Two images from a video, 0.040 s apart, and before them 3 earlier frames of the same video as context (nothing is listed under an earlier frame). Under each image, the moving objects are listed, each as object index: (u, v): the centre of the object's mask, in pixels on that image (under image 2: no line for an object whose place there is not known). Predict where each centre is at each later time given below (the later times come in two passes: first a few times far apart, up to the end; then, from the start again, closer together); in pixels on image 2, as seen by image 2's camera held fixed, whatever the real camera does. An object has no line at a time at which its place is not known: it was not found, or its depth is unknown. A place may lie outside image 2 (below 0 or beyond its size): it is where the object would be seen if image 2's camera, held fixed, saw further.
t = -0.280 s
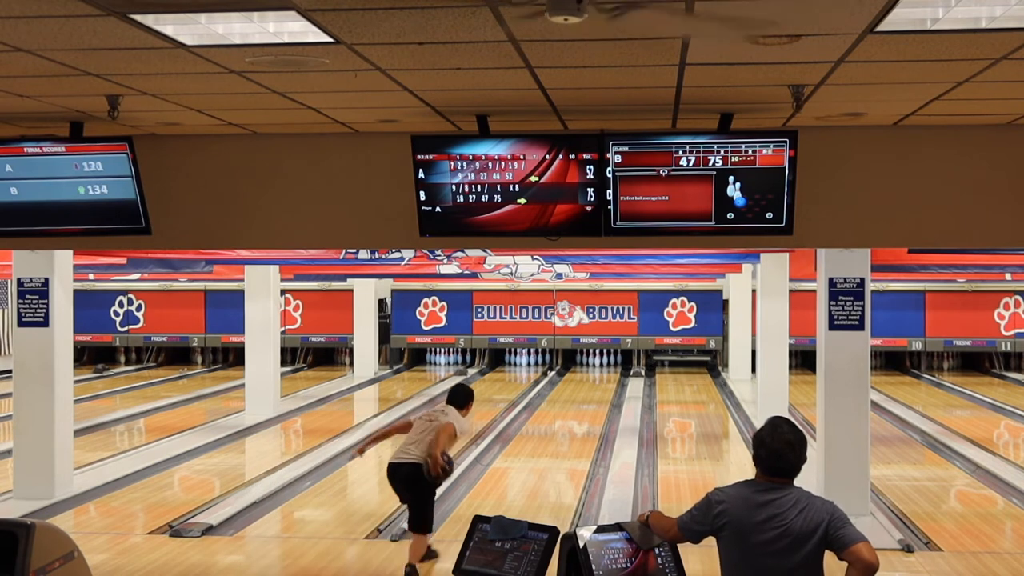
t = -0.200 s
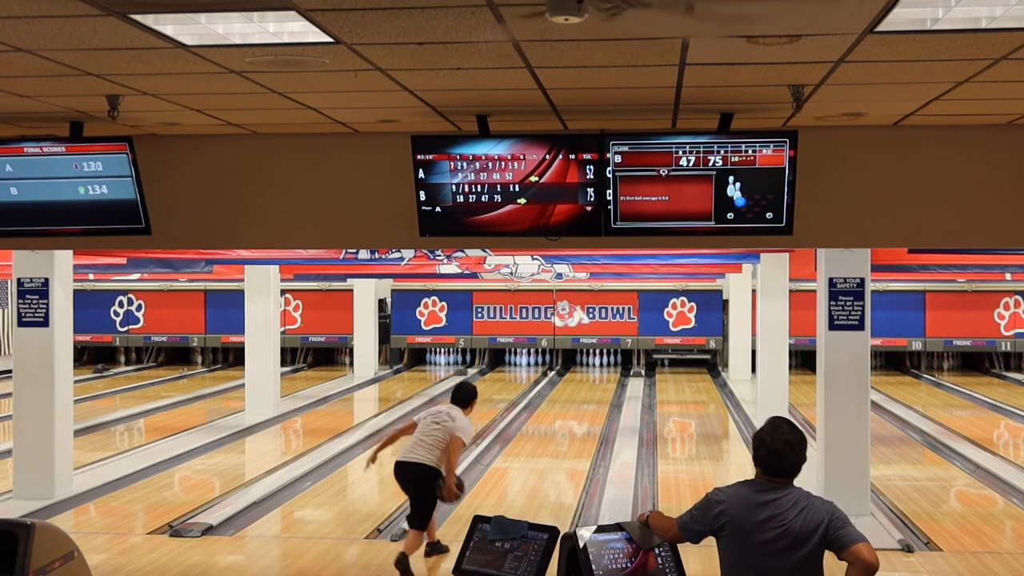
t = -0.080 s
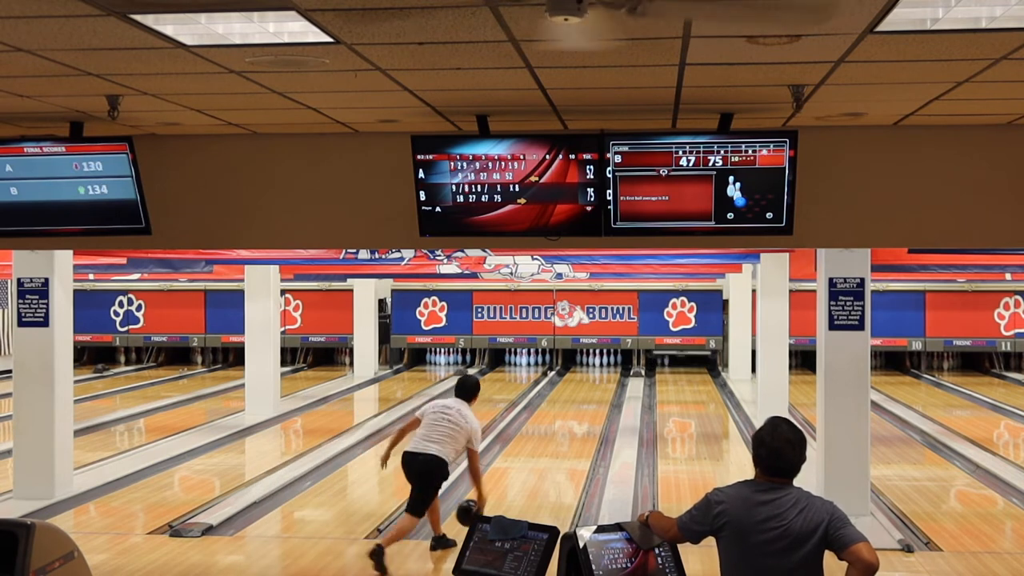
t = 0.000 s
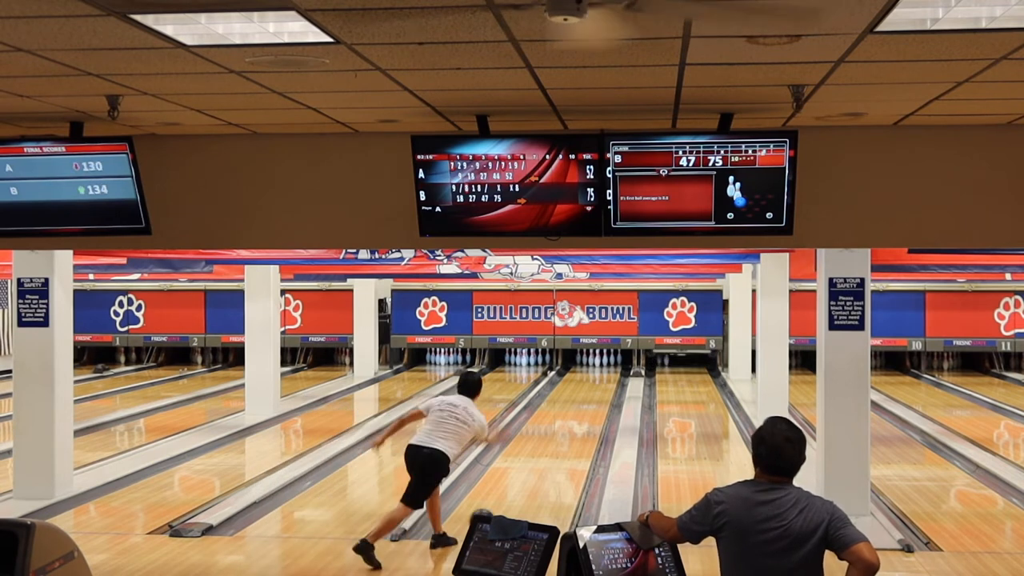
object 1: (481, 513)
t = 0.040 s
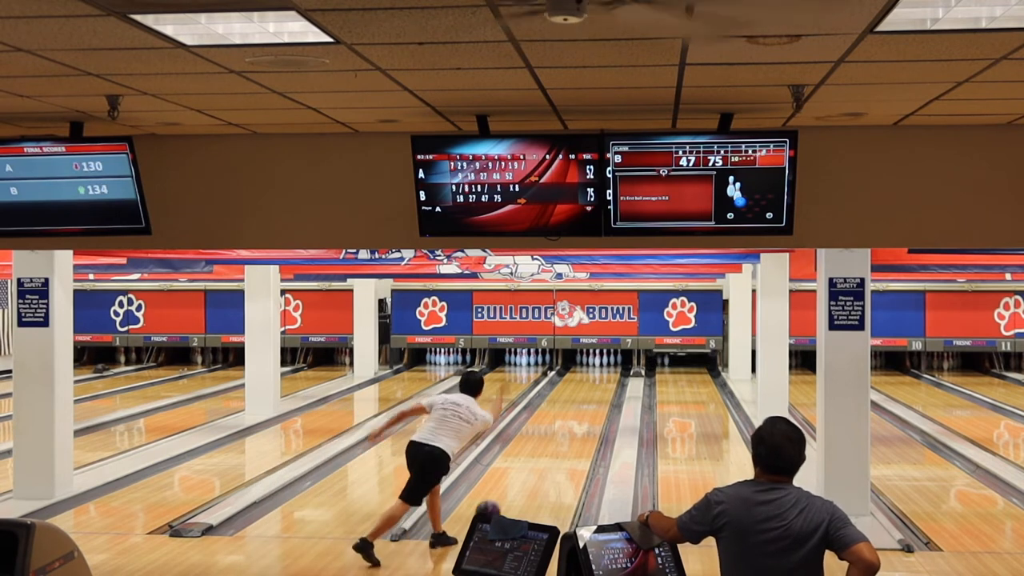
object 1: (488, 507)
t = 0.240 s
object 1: (512, 487)
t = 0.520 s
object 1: (537, 457)
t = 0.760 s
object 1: (553, 438)
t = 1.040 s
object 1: (568, 419)
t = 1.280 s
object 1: (578, 406)
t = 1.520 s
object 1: (586, 395)
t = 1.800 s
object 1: (593, 385)
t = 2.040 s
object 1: (597, 377)
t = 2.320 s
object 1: (601, 369)
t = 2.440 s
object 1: (601, 367)
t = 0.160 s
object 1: (503, 497)
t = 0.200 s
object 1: (507, 491)
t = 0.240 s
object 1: (512, 487)
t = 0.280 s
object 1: (516, 482)
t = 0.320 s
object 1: (520, 478)
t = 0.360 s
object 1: (524, 473)
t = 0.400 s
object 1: (527, 469)
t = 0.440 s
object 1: (531, 465)
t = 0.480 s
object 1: (534, 461)
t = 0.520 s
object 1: (537, 457)
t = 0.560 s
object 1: (540, 453)
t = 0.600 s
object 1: (543, 450)
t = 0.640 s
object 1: (546, 446)
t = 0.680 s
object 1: (548, 444)
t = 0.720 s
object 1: (551, 440)
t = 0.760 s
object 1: (553, 438)
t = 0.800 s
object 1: (556, 435)
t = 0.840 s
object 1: (558, 432)
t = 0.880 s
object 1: (560, 429)
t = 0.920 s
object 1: (562, 426)
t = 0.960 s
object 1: (564, 424)
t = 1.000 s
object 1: (566, 421)
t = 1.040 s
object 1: (568, 419)
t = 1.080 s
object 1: (570, 417)
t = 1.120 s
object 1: (572, 414)
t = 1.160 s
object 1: (573, 412)
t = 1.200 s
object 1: (575, 410)
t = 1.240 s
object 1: (576, 408)
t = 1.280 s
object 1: (578, 406)
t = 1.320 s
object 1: (579, 404)
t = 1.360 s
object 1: (581, 402)
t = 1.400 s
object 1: (582, 400)
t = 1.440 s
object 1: (583, 399)
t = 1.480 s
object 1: (585, 397)
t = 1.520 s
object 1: (586, 395)
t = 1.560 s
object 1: (587, 394)
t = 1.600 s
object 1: (588, 392)
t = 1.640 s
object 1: (589, 391)
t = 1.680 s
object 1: (590, 389)
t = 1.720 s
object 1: (591, 388)
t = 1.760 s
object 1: (592, 386)
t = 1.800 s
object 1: (593, 385)
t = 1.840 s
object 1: (593, 384)
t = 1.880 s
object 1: (594, 382)
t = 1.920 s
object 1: (595, 381)
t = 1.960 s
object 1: (596, 380)
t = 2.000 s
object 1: (596, 379)
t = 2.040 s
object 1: (597, 377)
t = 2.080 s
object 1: (598, 376)
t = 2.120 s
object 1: (598, 375)
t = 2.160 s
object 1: (599, 374)
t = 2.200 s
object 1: (599, 373)
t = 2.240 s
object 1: (600, 372)
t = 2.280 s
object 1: (600, 371)
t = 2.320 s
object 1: (601, 369)
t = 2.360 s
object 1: (601, 369)
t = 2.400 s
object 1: (601, 368)
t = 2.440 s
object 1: (601, 367)
